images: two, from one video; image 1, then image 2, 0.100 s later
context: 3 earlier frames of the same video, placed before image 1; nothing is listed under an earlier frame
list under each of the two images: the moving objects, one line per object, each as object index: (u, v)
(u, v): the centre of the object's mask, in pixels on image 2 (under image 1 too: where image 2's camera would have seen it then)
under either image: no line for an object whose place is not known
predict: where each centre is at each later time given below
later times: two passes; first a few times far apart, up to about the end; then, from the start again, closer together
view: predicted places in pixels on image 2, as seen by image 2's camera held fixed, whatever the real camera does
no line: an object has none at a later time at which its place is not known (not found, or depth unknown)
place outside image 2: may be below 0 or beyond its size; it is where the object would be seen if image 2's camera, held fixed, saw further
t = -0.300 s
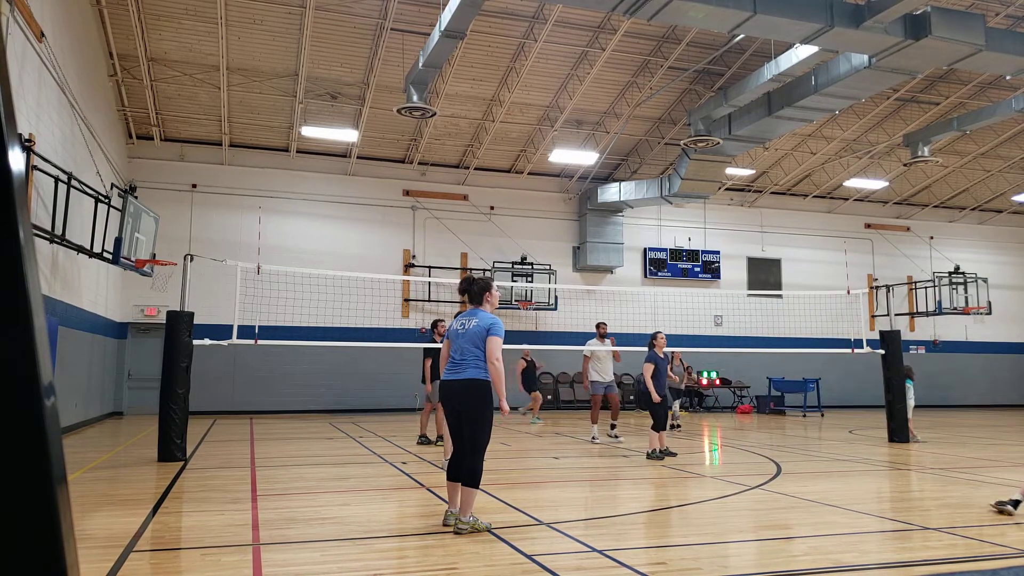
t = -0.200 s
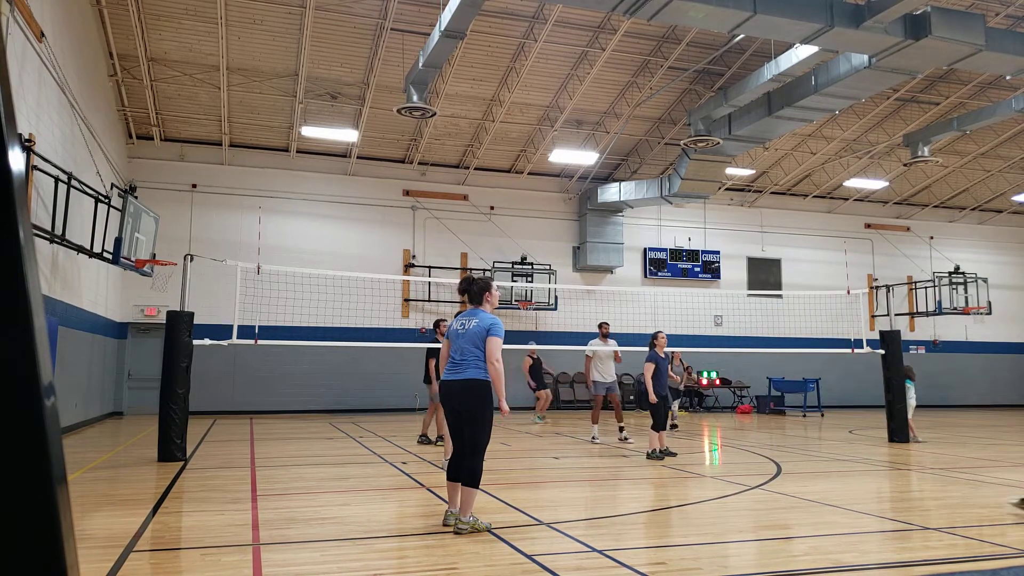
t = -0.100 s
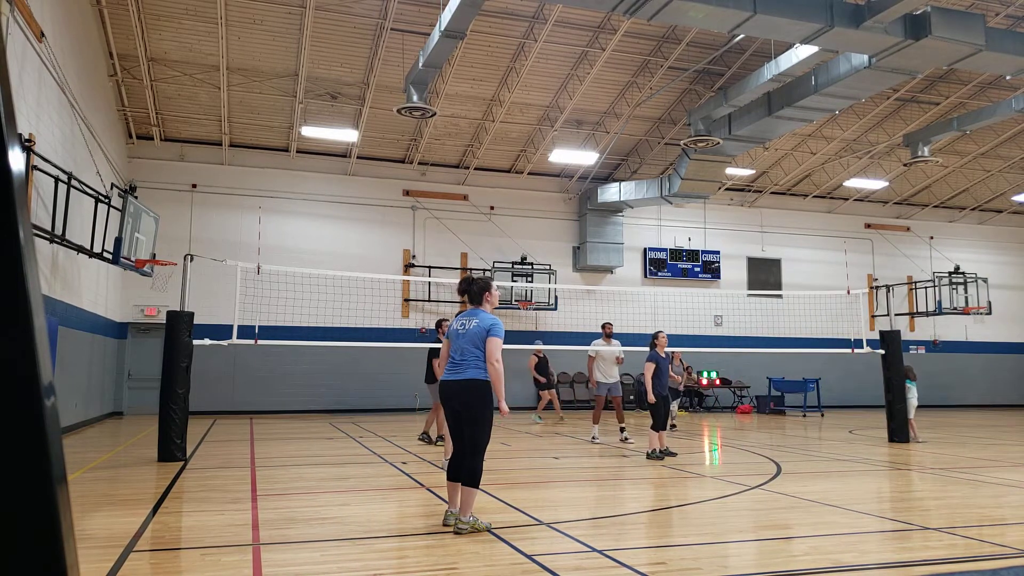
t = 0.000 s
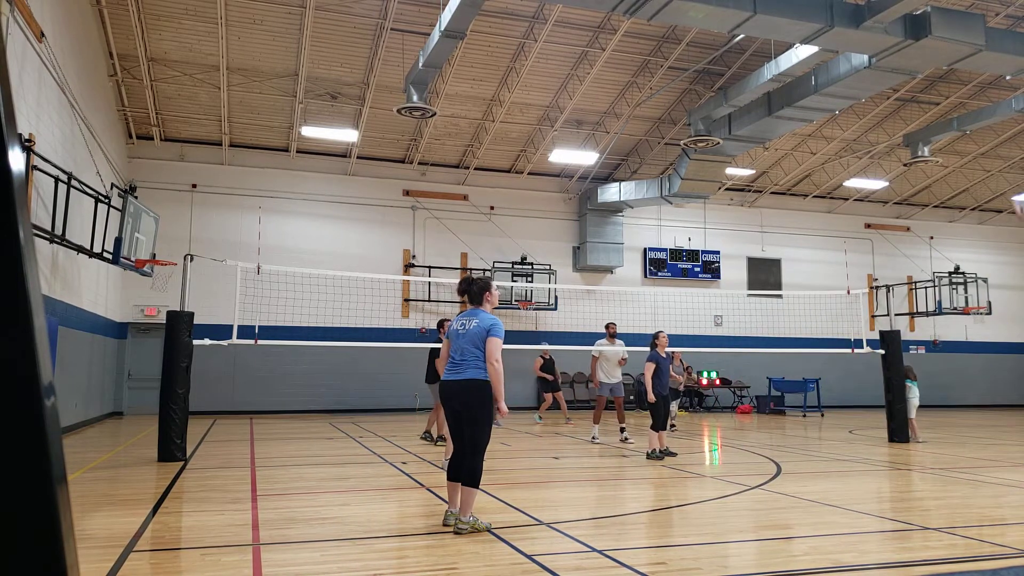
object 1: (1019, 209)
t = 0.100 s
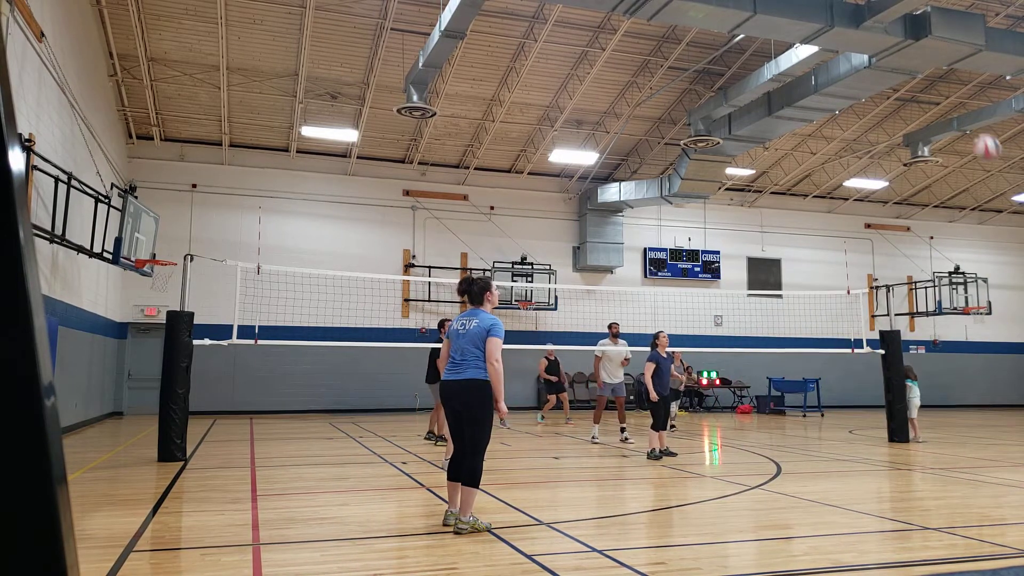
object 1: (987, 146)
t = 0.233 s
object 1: (941, 89)
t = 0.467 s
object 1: (874, 39)
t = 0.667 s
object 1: (824, 36)
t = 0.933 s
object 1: (766, 84)
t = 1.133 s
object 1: (728, 152)
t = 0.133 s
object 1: (974, 130)
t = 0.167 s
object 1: (963, 116)
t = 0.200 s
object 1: (952, 102)
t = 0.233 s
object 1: (941, 89)
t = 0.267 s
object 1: (932, 78)
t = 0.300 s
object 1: (921, 68)
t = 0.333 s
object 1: (911, 60)
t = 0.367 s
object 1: (901, 54)
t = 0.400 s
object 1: (891, 48)
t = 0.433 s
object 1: (883, 43)
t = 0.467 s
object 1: (874, 39)
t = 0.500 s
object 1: (865, 36)
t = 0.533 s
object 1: (856, 34)
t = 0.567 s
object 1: (847, 33)
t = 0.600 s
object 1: (839, 33)
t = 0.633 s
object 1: (831, 34)
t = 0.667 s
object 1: (824, 36)
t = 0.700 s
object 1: (816, 39)
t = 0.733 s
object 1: (809, 43)
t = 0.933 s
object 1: (766, 84)
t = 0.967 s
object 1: (760, 93)
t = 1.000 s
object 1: (753, 103)
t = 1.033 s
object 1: (747, 114)
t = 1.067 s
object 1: (741, 126)
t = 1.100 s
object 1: (734, 139)
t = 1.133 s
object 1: (728, 152)
